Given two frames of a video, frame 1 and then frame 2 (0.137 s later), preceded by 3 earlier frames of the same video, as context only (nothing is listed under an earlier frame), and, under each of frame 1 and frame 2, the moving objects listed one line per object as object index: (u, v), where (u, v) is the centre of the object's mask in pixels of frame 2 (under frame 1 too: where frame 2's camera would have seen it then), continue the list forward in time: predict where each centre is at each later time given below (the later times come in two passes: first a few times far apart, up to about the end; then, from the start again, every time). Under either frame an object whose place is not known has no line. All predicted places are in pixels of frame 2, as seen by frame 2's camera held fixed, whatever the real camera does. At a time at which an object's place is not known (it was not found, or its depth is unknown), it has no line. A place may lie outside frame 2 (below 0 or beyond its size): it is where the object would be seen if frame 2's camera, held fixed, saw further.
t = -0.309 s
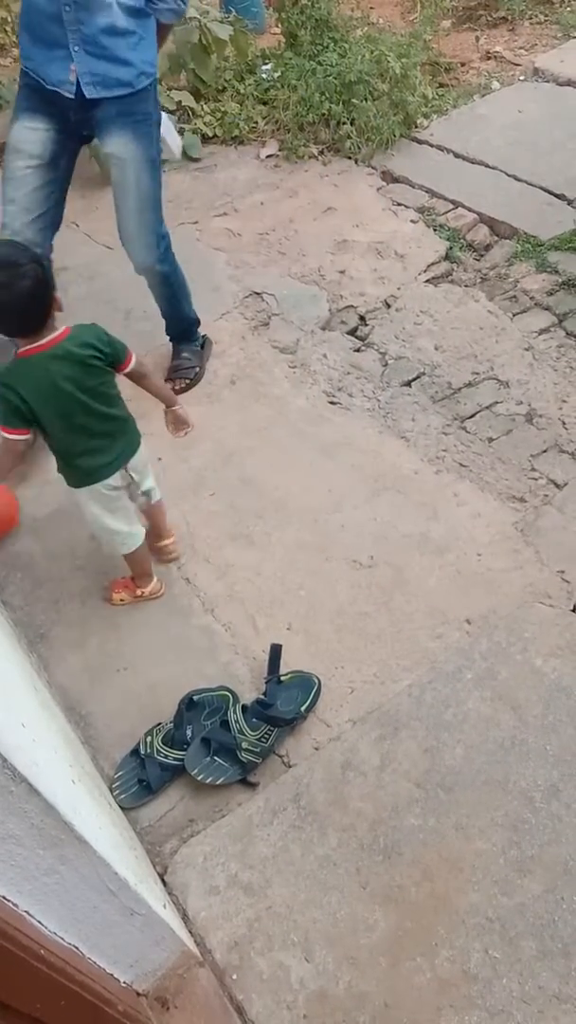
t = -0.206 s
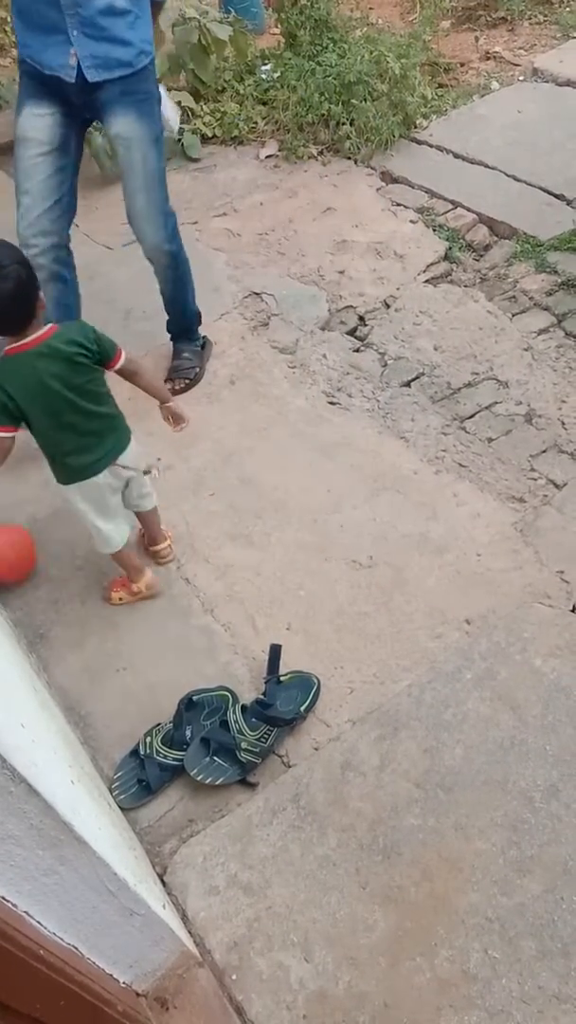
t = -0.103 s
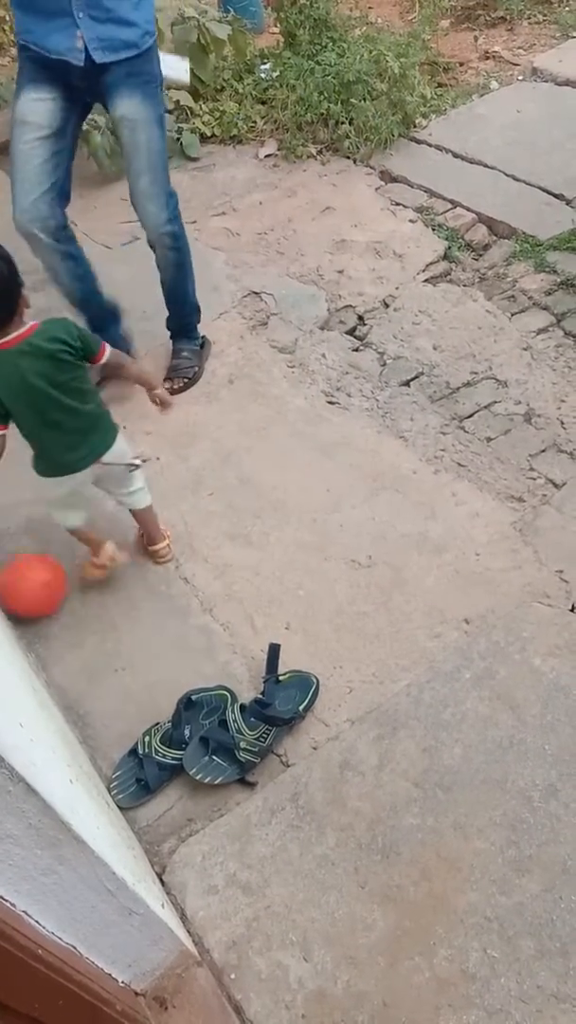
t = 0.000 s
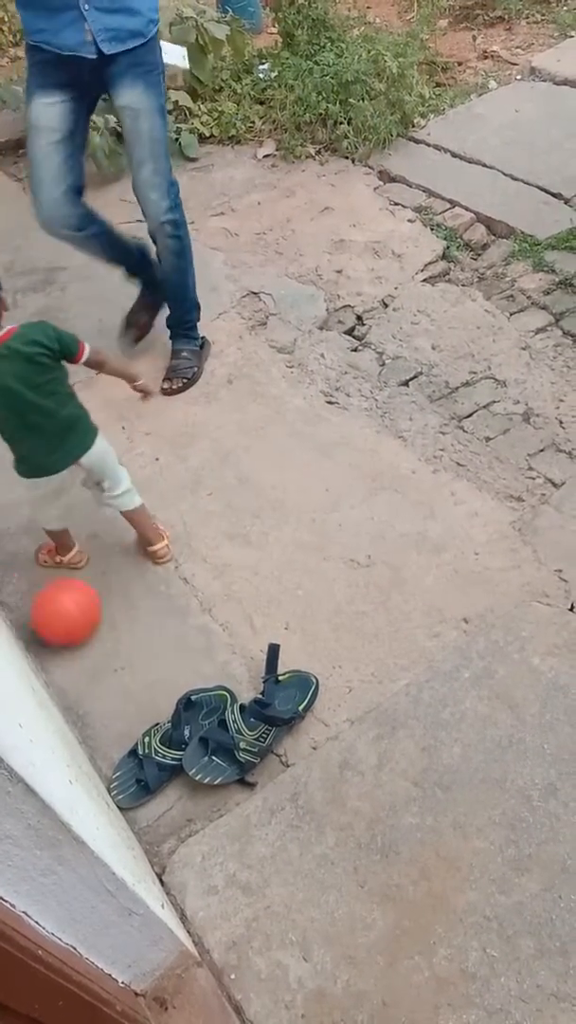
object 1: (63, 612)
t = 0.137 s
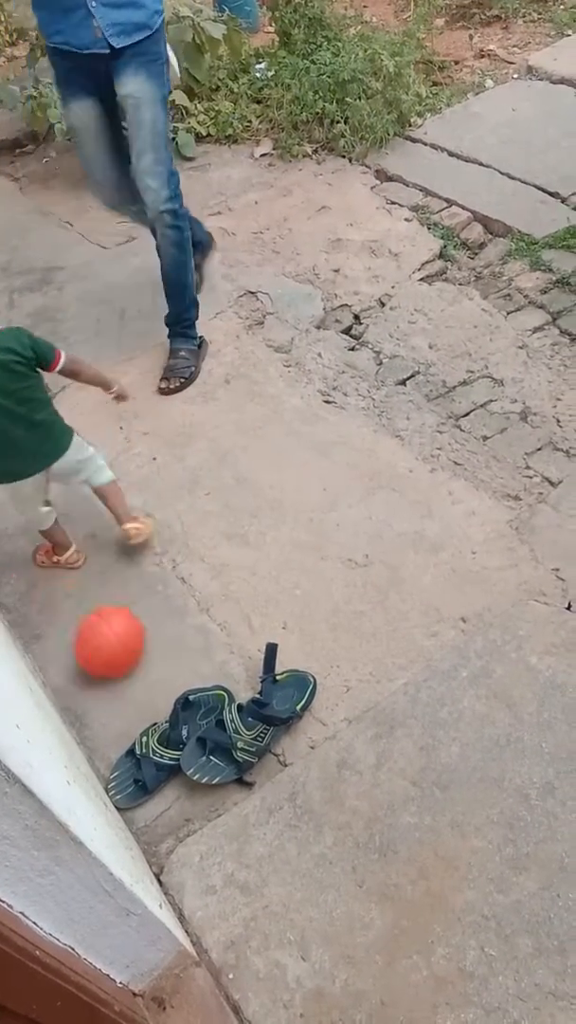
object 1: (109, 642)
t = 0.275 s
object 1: (154, 666)
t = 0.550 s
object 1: (196, 654)
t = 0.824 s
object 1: (215, 614)
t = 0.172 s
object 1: (121, 650)
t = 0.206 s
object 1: (133, 656)
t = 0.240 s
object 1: (144, 661)
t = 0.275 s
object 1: (154, 666)
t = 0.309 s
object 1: (164, 670)
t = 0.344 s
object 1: (169, 669)
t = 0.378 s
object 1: (173, 665)
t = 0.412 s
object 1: (177, 662)
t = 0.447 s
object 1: (181, 659)
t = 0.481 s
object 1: (187, 658)
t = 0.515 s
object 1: (192, 657)
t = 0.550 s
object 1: (196, 654)
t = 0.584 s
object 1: (199, 649)
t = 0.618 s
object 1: (201, 642)
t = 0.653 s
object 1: (204, 637)
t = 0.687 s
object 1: (207, 631)
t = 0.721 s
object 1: (210, 626)
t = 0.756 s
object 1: (212, 622)
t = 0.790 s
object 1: (213, 617)
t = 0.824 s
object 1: (215, 614)
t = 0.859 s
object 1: (216, 611)
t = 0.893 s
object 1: (216, 608)
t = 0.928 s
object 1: (217, 605)
